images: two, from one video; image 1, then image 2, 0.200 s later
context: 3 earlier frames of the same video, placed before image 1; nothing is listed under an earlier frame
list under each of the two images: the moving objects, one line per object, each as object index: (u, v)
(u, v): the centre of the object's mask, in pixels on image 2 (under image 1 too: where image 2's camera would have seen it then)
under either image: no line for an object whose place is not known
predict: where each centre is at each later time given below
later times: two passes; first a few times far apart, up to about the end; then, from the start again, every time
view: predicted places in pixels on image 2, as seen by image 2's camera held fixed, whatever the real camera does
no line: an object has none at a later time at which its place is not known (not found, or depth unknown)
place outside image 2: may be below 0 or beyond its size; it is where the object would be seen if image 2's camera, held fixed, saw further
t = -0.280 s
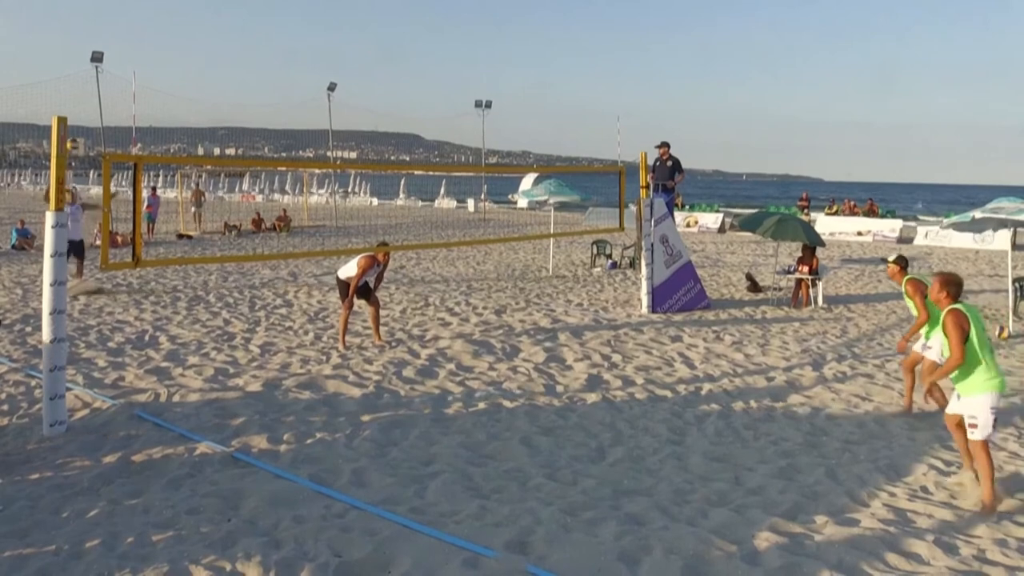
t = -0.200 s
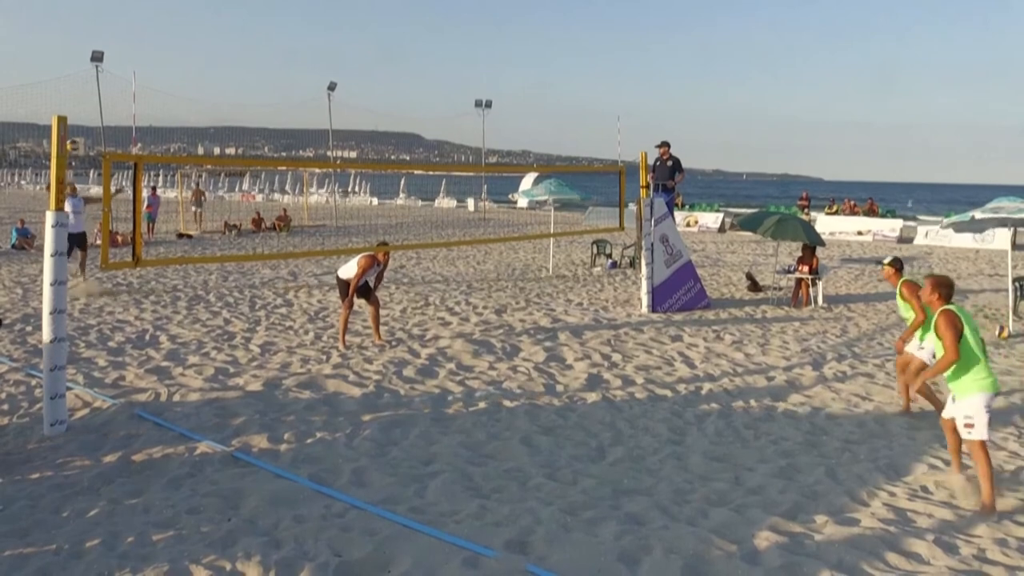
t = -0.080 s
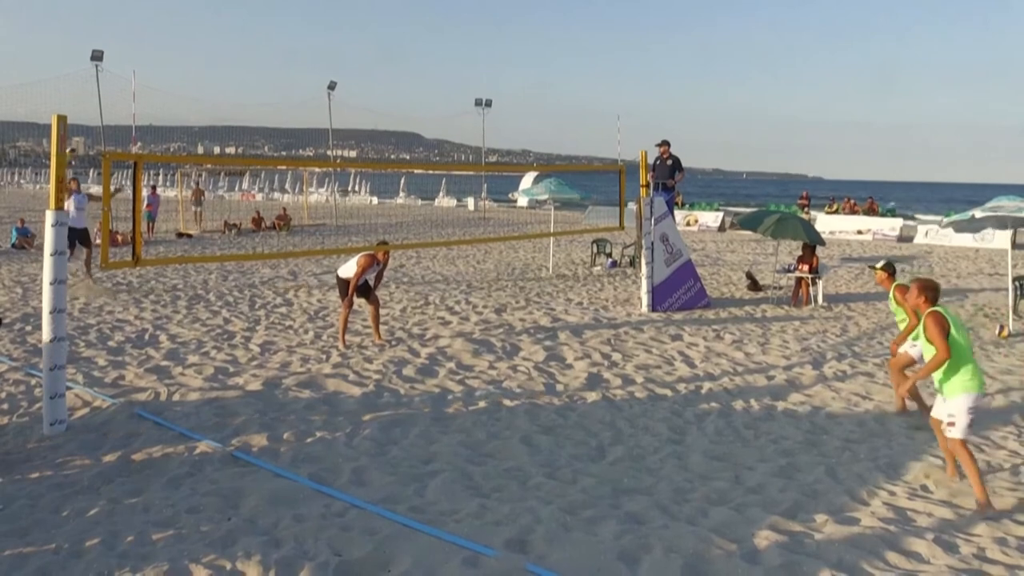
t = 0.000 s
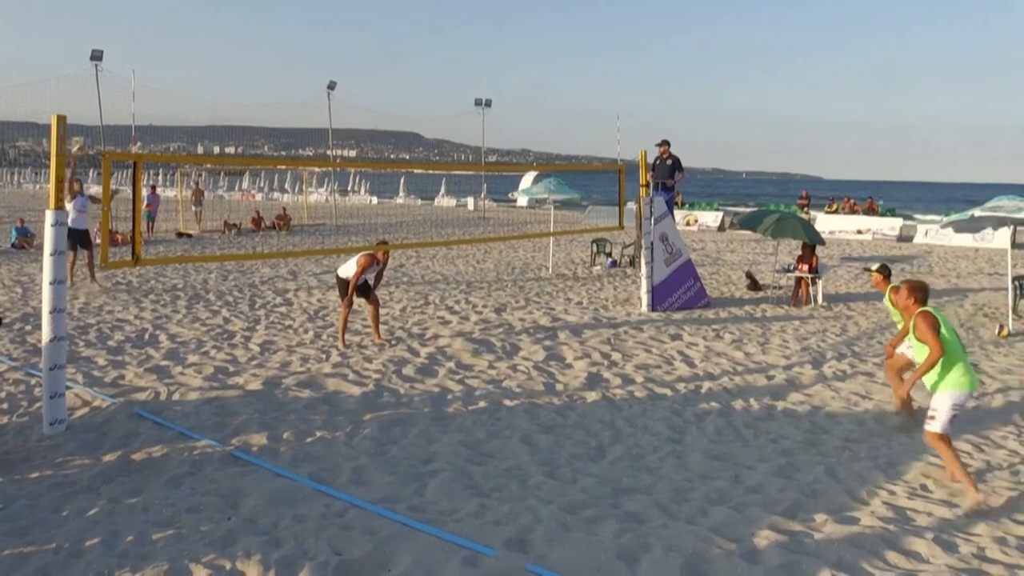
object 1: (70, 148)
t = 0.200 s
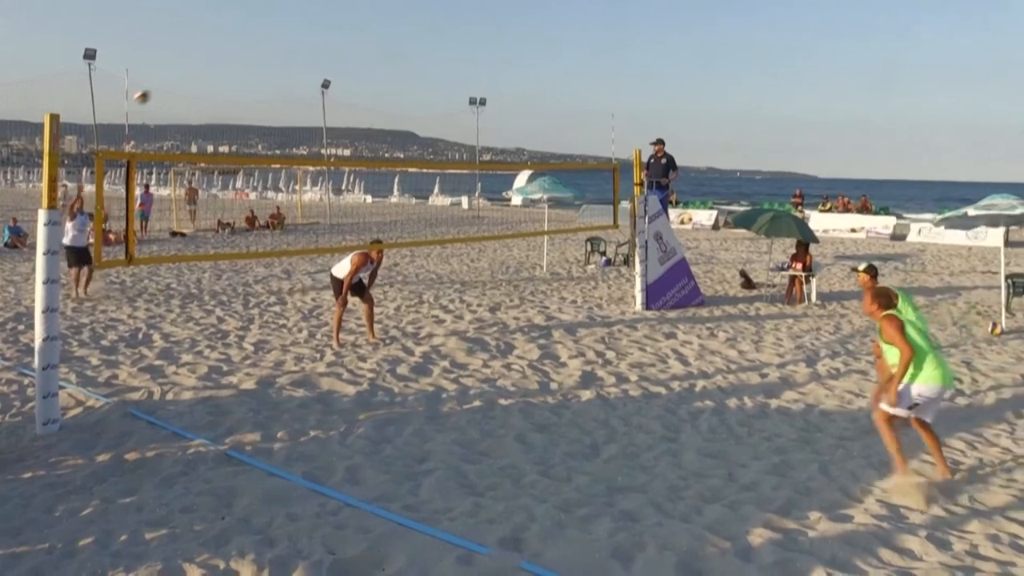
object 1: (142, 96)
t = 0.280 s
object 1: (174, 81)
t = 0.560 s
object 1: (306, 67)
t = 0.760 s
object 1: (421, 106)
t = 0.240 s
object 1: (158, 88)
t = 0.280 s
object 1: (174, 81)
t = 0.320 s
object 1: (191, 75)
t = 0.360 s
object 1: (209, 71)
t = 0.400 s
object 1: (227, 67)
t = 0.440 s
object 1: (246, 64)
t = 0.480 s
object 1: (265, 64)
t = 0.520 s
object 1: (285, 65)
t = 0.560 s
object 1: (306, 67)
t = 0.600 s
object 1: (327, 71)
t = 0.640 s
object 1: (349, 77)
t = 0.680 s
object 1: (372, 85)
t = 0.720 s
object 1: (396, 95)
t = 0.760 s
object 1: (421, 106)
